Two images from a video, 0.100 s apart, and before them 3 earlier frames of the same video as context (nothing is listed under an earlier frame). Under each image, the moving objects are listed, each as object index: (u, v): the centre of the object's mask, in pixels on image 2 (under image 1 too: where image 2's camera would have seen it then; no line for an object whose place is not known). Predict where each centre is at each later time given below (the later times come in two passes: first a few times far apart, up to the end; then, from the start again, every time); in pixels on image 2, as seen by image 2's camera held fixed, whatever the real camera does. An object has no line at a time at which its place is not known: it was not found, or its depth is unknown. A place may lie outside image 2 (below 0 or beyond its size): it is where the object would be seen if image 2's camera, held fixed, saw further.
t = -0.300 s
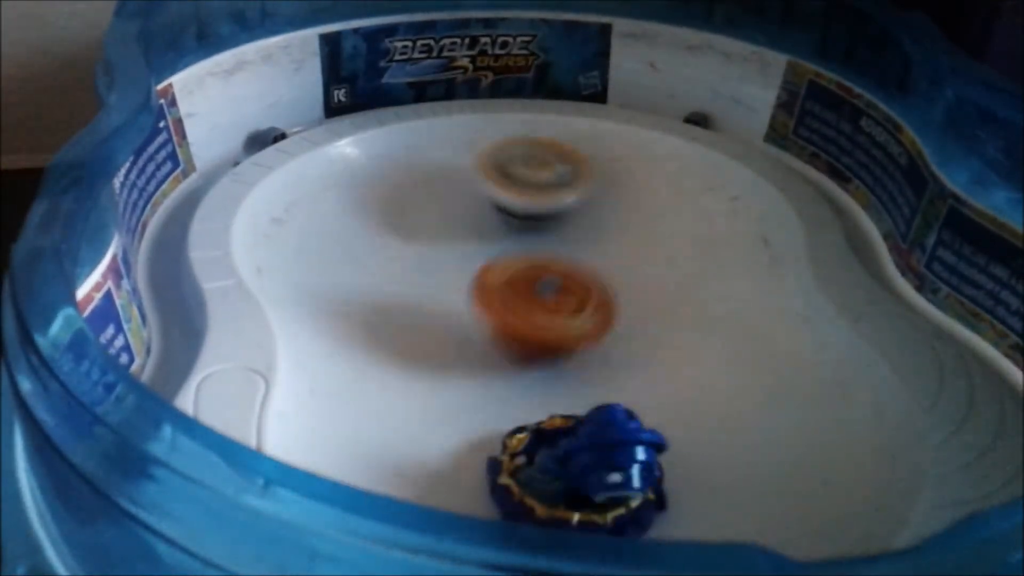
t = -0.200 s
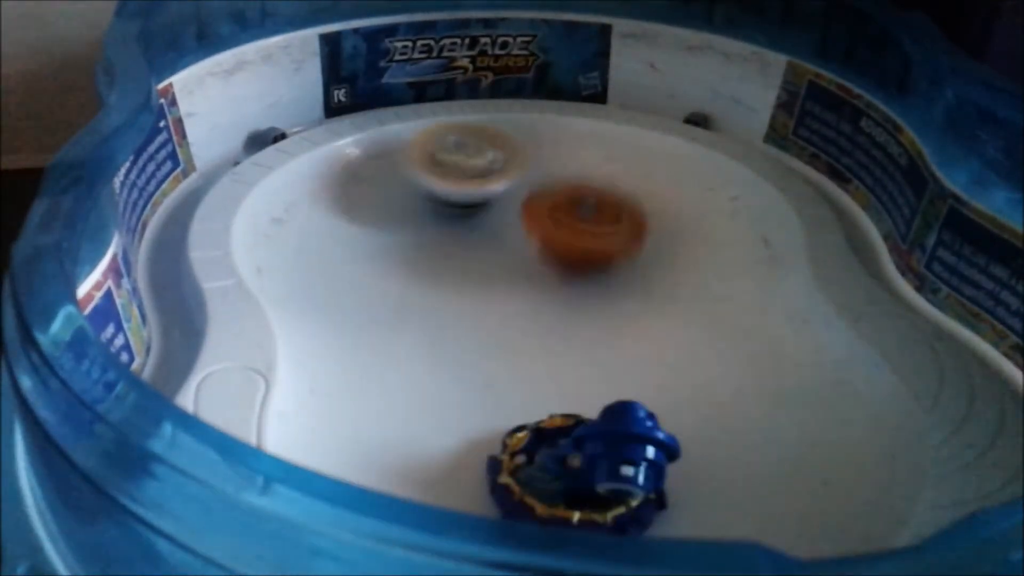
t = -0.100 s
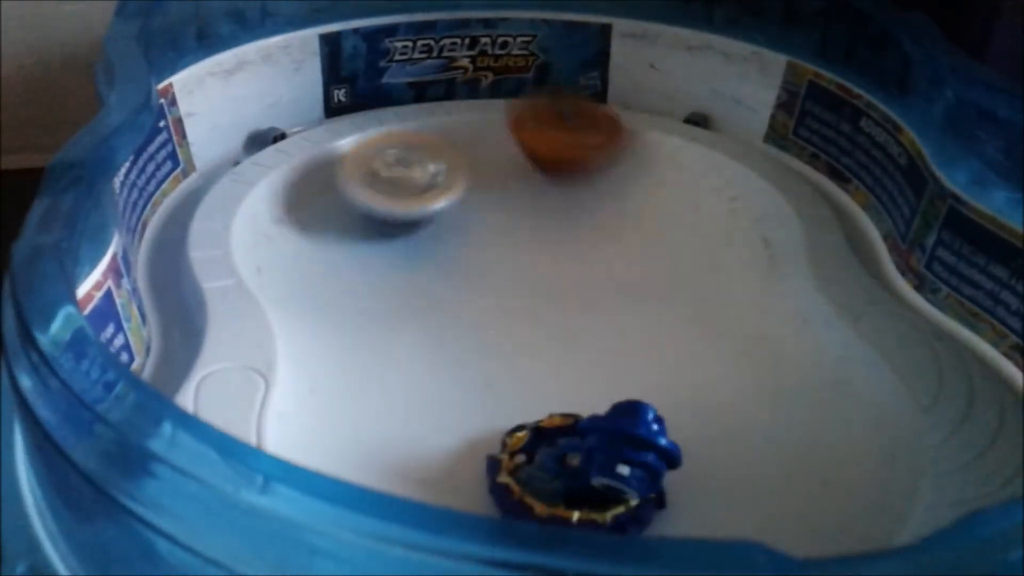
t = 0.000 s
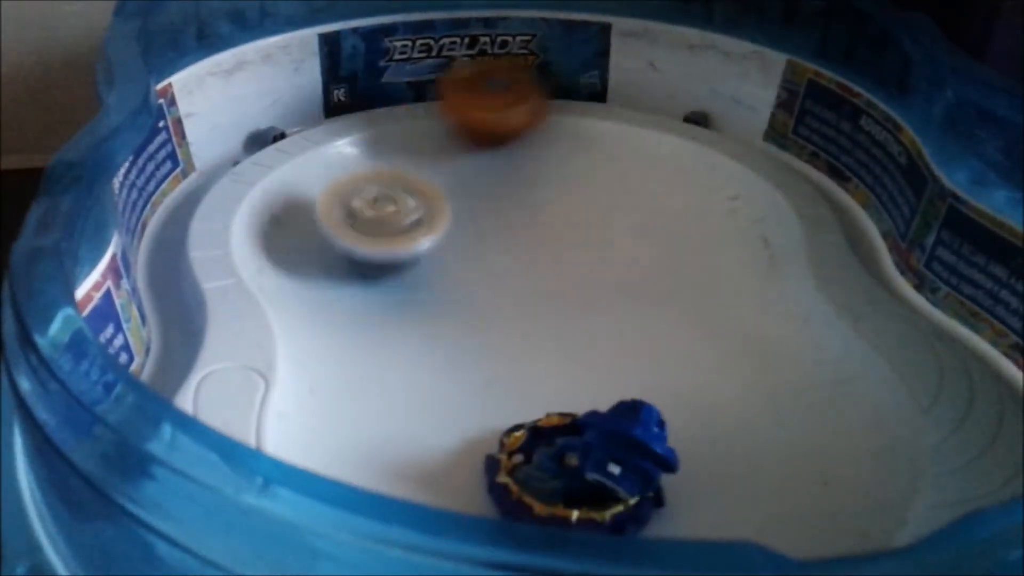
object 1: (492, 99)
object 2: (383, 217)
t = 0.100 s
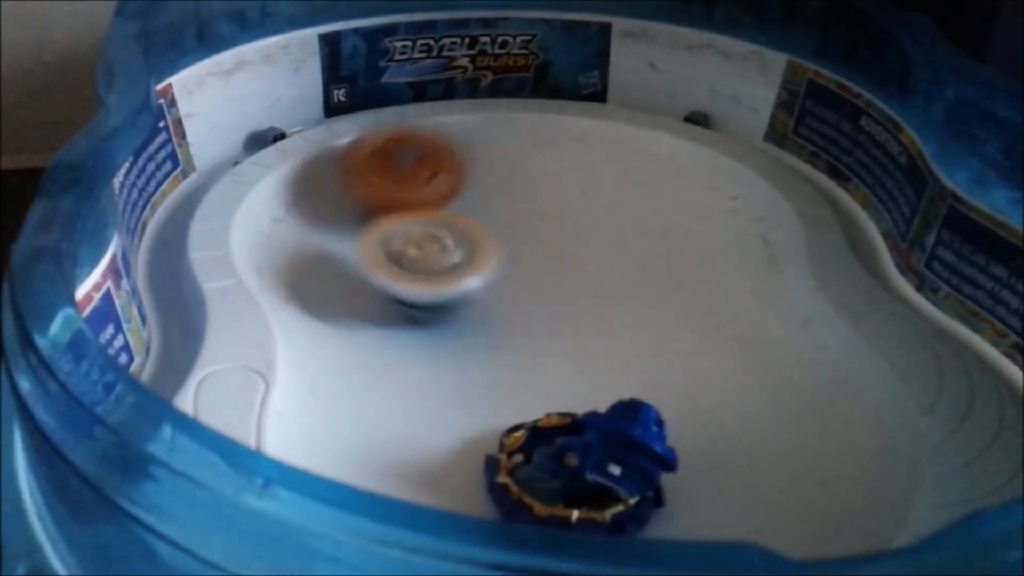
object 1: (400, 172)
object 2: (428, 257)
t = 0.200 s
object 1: (377, 247)
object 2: (511, 291)
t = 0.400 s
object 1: (555, 357)
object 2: (683, 290)
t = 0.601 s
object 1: (649, 286)
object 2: (710, 196)
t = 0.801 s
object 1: (560, 260)
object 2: (571, 122)
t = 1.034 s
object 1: (491, 279)
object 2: (380, 207)
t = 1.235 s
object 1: (499, 362)
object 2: (355, 260)
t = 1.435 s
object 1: (507, 425)
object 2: (405, 246)
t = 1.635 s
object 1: (511, 438)
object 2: (466, 199)
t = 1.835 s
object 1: (515, 428)
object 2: (503, 169)
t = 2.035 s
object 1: (542, 394)
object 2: (549, 191)
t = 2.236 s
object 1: (594, 319)
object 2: (623, 230)
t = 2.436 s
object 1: (344, 396)
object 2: (722, 124)
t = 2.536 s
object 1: (417, 470)
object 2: (637, 165)
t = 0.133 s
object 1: (379, 196)
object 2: (455, 269)
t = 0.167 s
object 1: (372, 222)
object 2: (482, 280)
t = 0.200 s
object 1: (377, 247)
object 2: (511, 291)
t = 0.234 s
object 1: (395, 269)
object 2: (542, 299)
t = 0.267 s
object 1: (415, 288)
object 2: (579, 305)
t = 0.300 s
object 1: (446, 312)
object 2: (609, 307)
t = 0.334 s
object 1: (485, 336)
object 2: (638, 303)
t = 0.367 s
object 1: (526, 350)
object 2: (662, 297)
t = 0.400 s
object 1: (555, 357)
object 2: (683, 290)
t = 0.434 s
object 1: (602, 353)
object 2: (725, 263)
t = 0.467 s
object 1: (619, 345)
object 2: (737, 248)
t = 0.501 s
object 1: (633, 334)
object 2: (742, 234)
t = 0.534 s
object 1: (644, 319)
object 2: (738, 220)
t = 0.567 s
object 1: (649, 303)
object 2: (724, 208)
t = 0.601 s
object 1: (649, 286)
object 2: (710, 196)
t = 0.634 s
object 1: (646, 270)
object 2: (691, 187)
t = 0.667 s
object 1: (624, 265)
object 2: (682, 170)
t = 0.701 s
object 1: (603, 266)
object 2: (664, 143)
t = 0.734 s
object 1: (586, 262)
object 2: (643, 130)
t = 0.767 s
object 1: (573, 261)
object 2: (611, 124)
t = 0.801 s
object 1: (560, 260)
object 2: (571, 122)
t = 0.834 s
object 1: (549, 261)
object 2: (533, 125)
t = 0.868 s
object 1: (536, 262)
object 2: (496, 133)
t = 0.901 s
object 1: (524, 263)
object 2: (463, 146)
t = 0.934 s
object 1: (513, 264)
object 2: (438, 163)
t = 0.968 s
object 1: (502, 267)
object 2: (417, 182)
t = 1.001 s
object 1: (492, 269)
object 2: (402, 199)
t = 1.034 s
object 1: (491, 279)
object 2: (380, 207)
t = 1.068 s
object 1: (487, 287)
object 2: (361, 216)
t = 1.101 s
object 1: (481, 297)
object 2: (350, 224)
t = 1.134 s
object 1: (476, 307)
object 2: (346, 235)
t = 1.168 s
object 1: (473, 318)
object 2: (350, 247)
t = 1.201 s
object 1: (482, 337)
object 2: (354, 255)
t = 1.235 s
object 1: (499, 362)
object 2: (355, 260)
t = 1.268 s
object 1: (509, 382)
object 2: (362, 259)
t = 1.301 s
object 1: (511, 395)
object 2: (368, 259)
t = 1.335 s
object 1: (513, 405)
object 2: (373, 257)
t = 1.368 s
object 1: (511, 413)
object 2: (381, 256)
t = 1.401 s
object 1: (509, 420)
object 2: (392, 251)
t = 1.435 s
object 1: (507, 425)
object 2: (405, 246)
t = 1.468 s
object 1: (504, 431)
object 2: (419, 241)
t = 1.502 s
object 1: (506, 436)
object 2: (430, 233)
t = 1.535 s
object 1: (507, 438)
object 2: (440, 226)
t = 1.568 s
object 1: (509, 440)
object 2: (449, 216)
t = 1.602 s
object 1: (509, 439)
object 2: (457, 207)
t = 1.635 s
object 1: (511, 438)
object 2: (466, 199)
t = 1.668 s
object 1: (513, 438)
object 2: (472, 191)
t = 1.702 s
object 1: (513, 437)
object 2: (478, 184)
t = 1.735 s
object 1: (513, 436)
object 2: (486, 179)
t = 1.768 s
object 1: (513, 433)
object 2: (492, 174)
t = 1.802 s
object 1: (514, 431)
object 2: (498, 171)
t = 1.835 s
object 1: (515, 428)
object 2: (503, 169)
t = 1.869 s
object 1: (518, 424)
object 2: (509, 169)
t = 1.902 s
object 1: (520, 419)
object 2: (517, 171)
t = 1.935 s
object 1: (524, 414)
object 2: (523, 175)
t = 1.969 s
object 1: (529, 408)
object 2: (531, 179)
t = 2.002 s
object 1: (535, 402)
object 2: (539, 184)
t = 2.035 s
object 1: (542, 394)
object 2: (549, 191)
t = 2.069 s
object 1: (552, 385)
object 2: (560, 198)
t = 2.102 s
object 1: (561, 374)
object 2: (572, 205)
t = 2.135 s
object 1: (571, 363)
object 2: (583, 213)
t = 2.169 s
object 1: (581, 348)
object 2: (596, 219)
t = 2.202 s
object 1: (588, 334)
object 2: (609, 226)
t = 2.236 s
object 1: (594, 319)
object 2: (623, 230)
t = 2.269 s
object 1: (557, 326)
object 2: (673, 220)
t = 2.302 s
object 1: (501, 340)
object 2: (717, 192)
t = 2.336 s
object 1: (454, 352)
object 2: (738, 162)
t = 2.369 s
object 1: (419, 362)
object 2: (740, 135)
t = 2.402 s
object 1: (378, 377)
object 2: (735, 126)
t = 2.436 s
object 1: (344, 396)
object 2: (722, 124)
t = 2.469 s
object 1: (331, 414)
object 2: (699, 134)
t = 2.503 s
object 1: (357, 437)
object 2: (667, 151)
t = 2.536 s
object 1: (417, 470)
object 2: (637, 165)
